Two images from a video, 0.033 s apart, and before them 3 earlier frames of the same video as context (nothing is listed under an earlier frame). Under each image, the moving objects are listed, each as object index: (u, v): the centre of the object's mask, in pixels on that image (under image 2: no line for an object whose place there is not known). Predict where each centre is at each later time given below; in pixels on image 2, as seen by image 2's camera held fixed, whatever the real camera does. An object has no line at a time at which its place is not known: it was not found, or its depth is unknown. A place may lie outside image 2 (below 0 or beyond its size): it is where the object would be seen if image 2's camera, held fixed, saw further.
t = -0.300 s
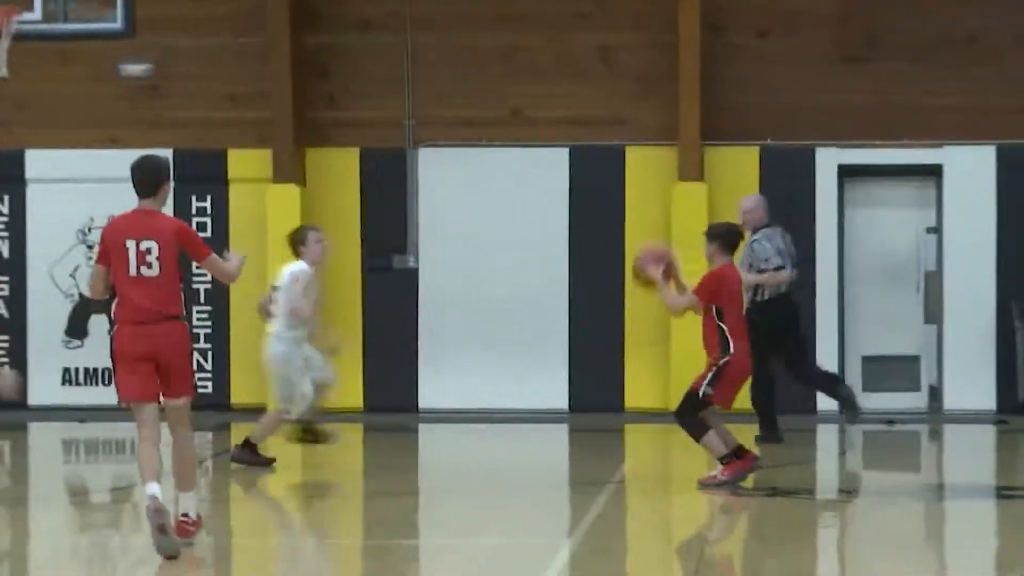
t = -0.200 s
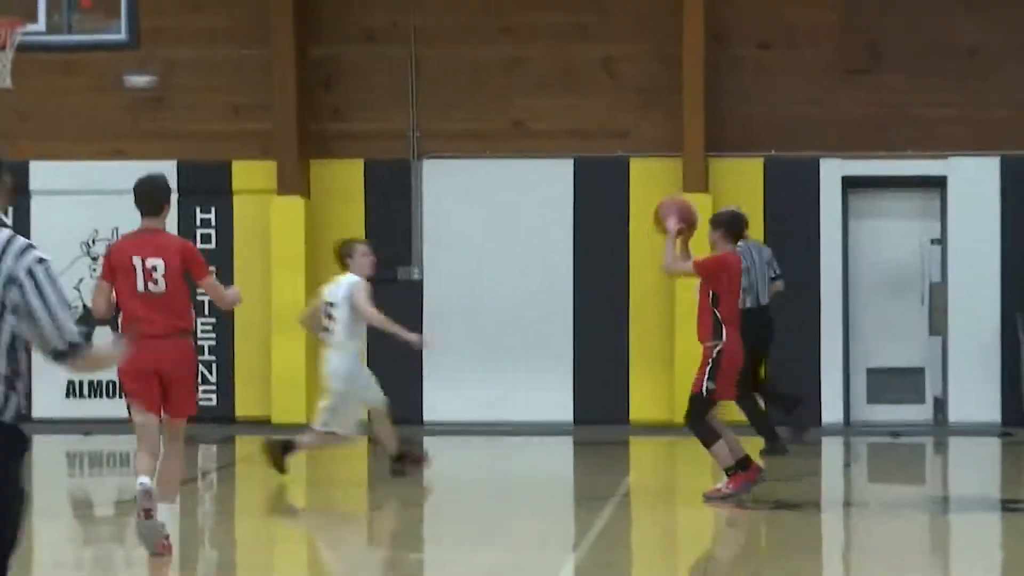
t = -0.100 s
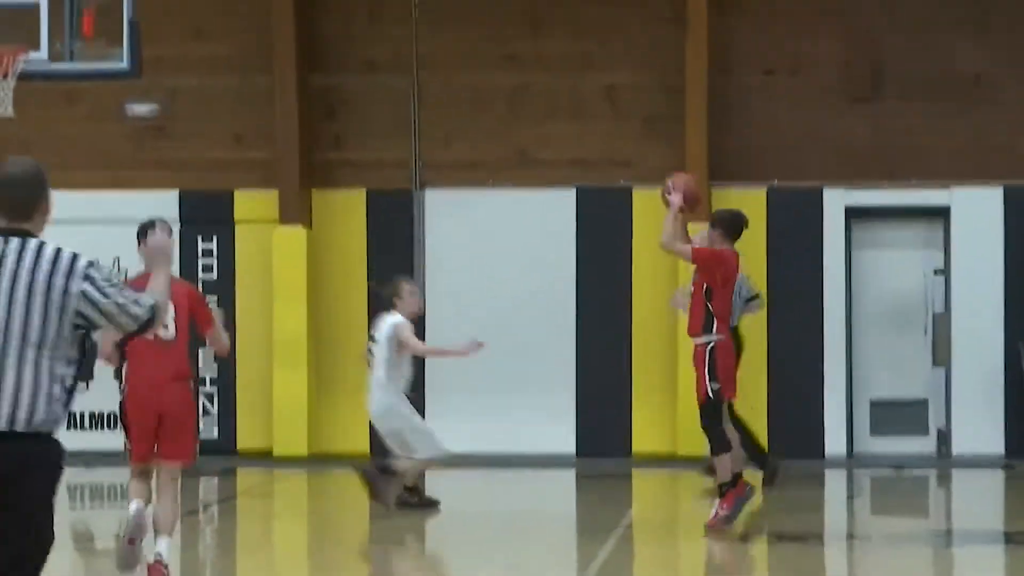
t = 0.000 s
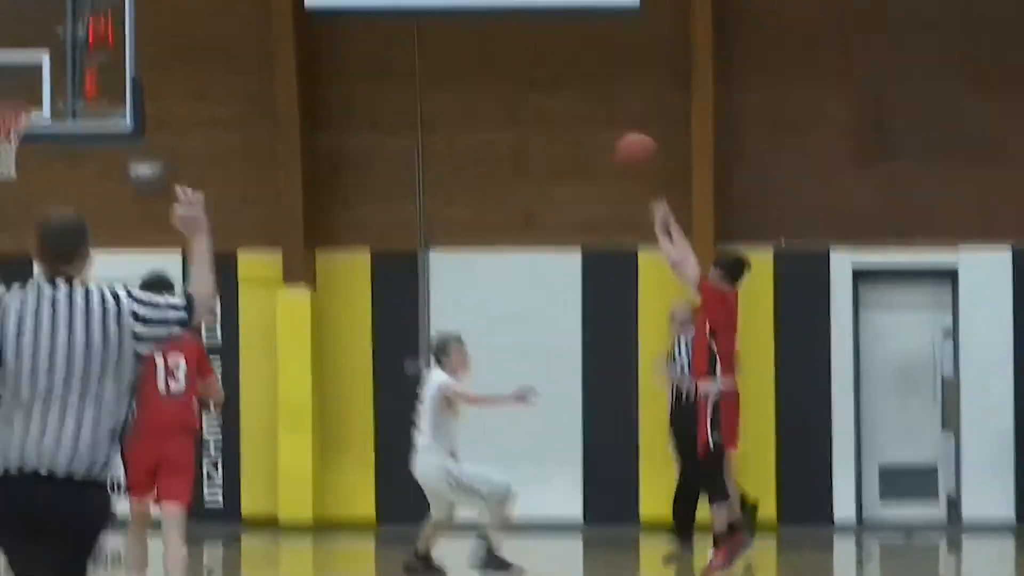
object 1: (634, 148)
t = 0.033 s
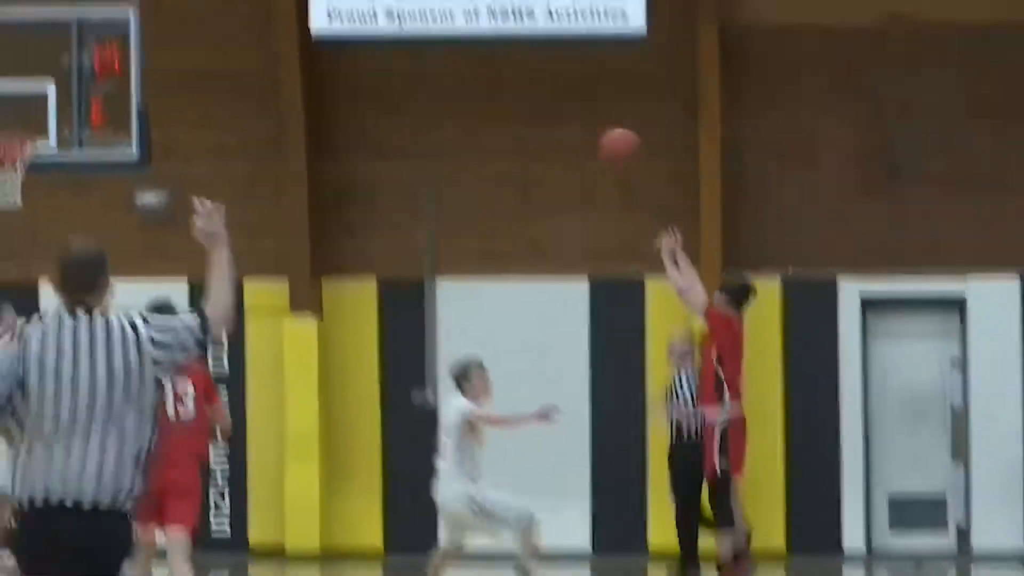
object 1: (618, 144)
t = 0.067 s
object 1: (595, 117)
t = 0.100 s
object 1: (573, 89)
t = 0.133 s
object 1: (550, 63)
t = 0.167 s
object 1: (529, 42)
